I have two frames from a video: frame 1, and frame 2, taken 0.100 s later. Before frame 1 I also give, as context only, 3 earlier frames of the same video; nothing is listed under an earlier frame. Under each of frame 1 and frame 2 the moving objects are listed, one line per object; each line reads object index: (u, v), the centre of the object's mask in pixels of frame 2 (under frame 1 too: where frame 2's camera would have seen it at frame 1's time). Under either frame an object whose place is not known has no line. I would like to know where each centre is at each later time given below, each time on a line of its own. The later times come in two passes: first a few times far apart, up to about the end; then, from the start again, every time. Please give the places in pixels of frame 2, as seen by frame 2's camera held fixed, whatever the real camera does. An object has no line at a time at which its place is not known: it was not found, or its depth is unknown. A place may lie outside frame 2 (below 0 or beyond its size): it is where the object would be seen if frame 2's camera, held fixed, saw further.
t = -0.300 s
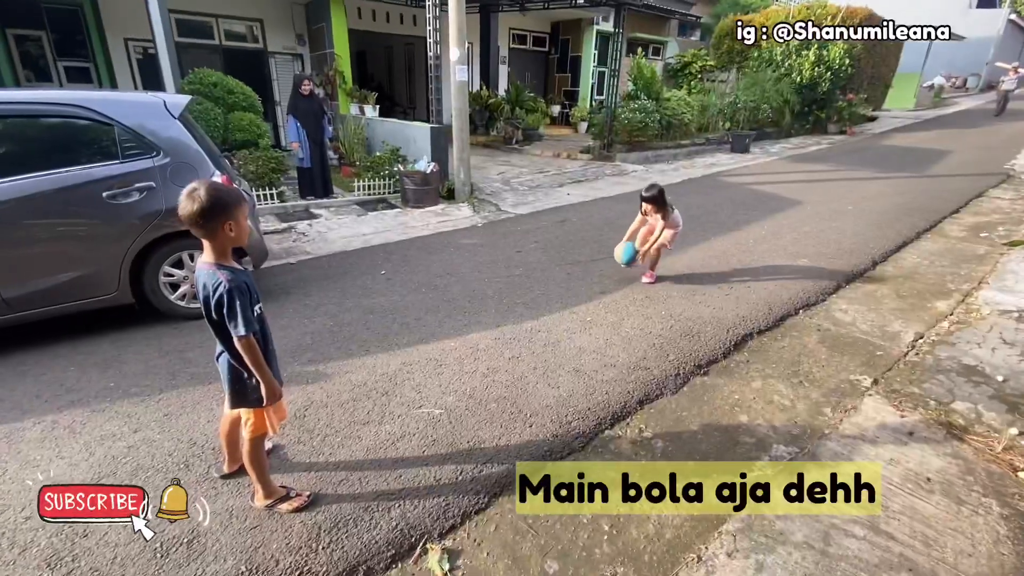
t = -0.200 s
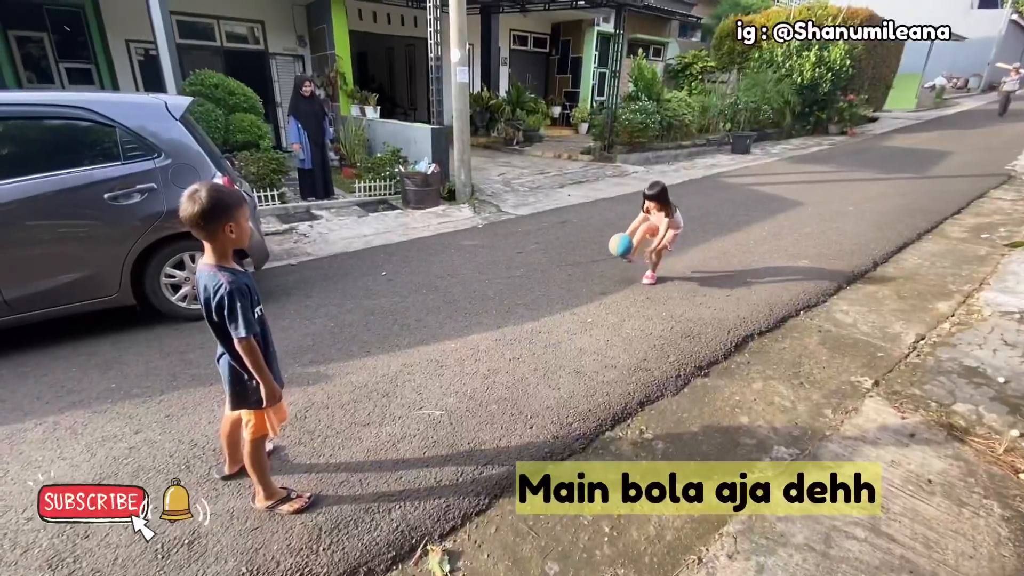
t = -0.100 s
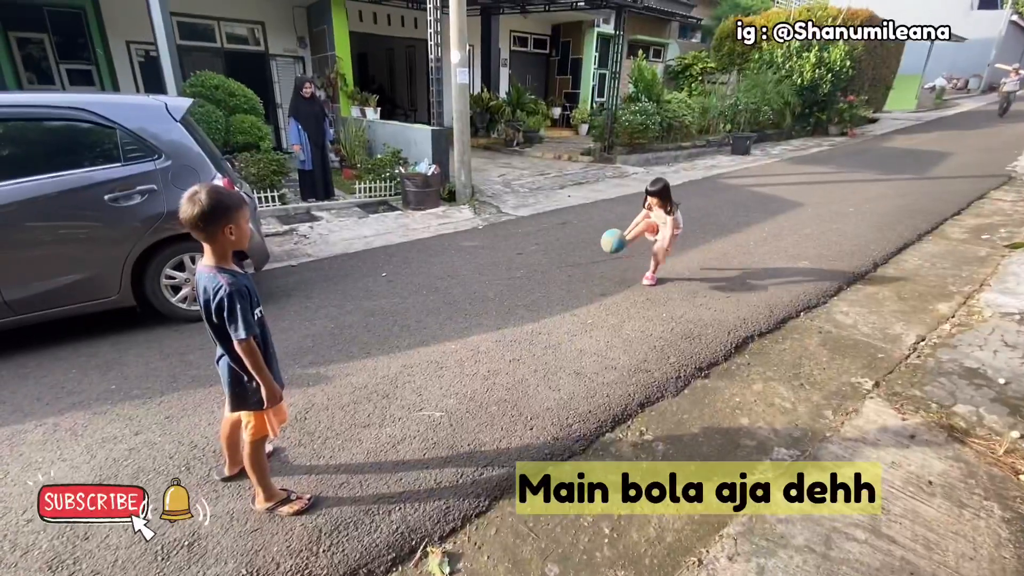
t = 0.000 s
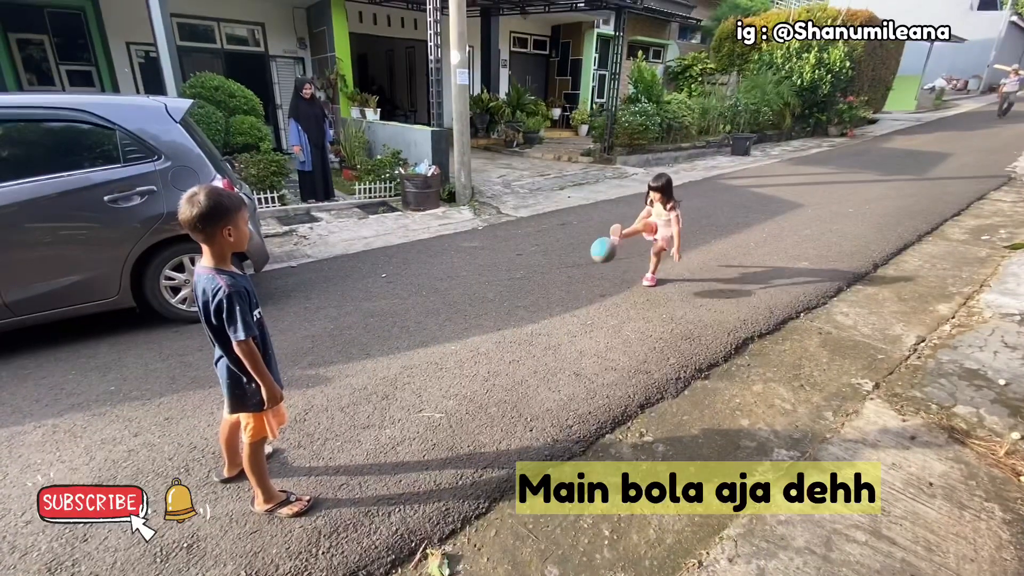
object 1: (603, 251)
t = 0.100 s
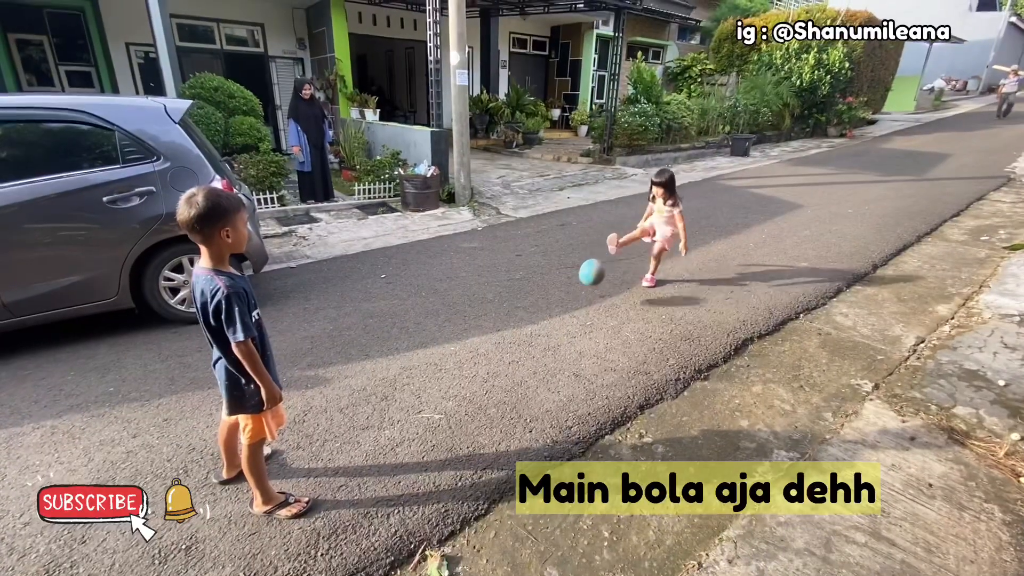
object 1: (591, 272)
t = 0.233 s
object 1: (579, 289)
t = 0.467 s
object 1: (562, 283)
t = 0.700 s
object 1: (538, 314)
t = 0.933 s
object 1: (513, 324)
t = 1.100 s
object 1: (490, 343)
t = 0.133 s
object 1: (588, 283)
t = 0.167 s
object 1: (584, 294)
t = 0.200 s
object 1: (581, 296)
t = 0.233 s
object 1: (579, 289)
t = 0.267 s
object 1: (578, 284)
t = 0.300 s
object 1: (575, 280)
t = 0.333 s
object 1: (573, 278)
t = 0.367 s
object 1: (571, 277)
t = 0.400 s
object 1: (568, 277)
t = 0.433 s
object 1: (565, 279)
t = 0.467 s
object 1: (562, 283)
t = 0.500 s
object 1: (558, 288)
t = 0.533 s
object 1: (555, 295)
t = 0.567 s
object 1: (552, 303)
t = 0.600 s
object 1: (548, 313)
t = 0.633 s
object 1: (545, 325)
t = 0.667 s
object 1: (542, 319)
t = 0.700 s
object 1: (538, 314)
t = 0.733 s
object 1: (535, 311)
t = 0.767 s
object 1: (532, 309)
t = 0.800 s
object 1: (528, 309)
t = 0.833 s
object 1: (524, 310)
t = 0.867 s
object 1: (521, 313)
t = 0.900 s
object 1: (516, 318)
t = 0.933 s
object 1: (513, 324)
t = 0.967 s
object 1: (508, 333)
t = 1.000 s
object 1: (504, 343)
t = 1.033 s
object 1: (501, 348)
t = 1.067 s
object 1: (496, 344)
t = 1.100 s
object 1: (490, 343)
